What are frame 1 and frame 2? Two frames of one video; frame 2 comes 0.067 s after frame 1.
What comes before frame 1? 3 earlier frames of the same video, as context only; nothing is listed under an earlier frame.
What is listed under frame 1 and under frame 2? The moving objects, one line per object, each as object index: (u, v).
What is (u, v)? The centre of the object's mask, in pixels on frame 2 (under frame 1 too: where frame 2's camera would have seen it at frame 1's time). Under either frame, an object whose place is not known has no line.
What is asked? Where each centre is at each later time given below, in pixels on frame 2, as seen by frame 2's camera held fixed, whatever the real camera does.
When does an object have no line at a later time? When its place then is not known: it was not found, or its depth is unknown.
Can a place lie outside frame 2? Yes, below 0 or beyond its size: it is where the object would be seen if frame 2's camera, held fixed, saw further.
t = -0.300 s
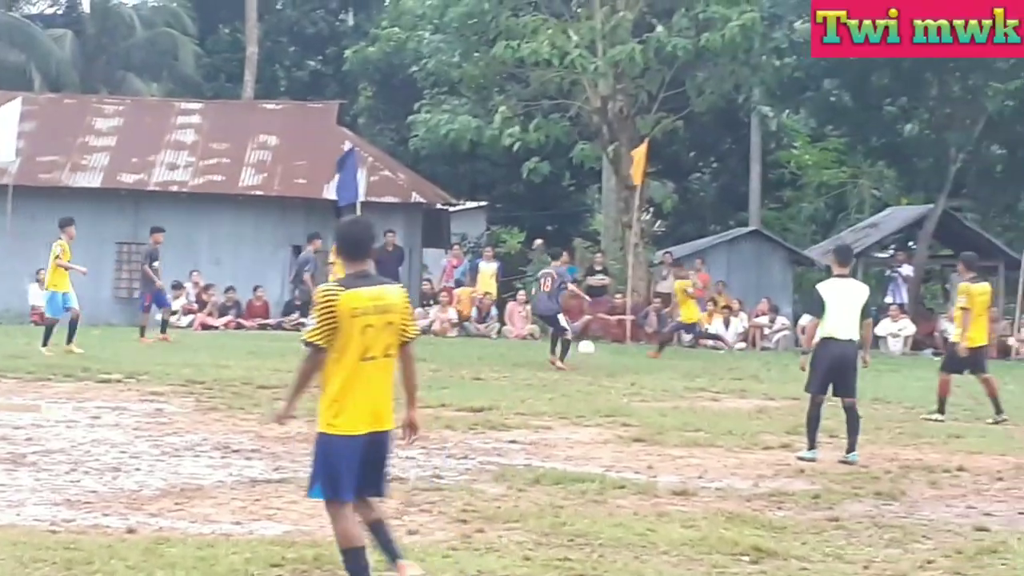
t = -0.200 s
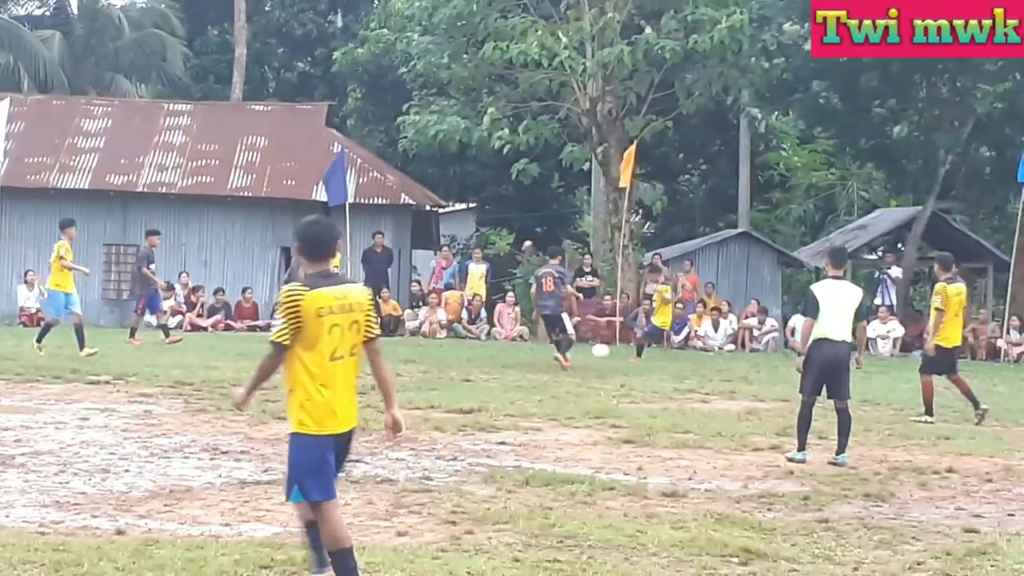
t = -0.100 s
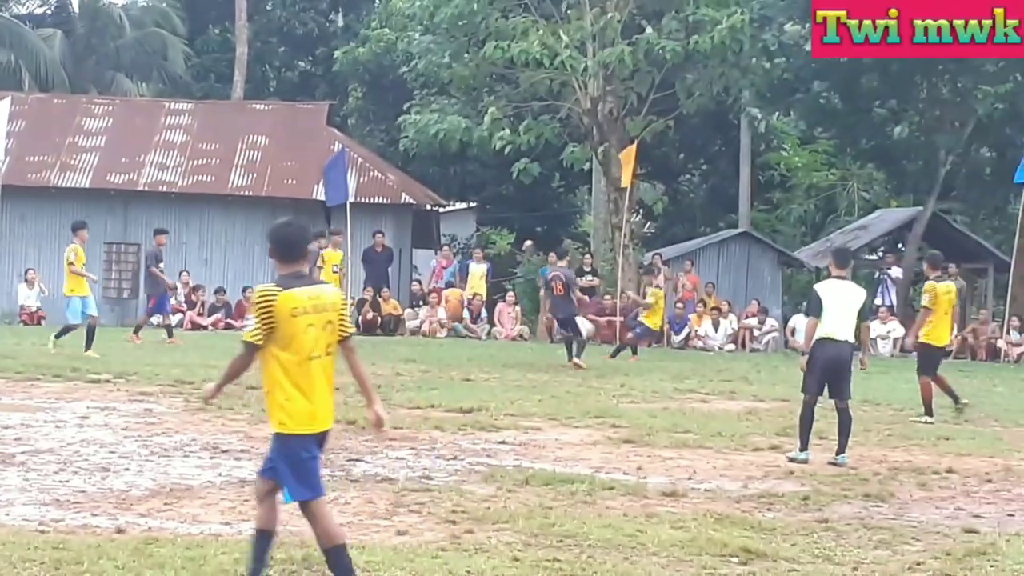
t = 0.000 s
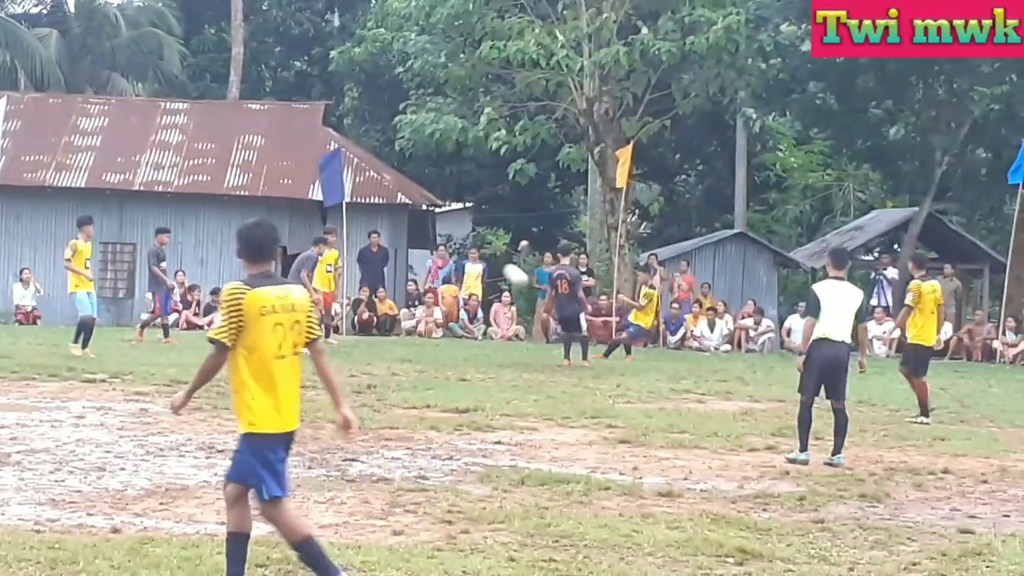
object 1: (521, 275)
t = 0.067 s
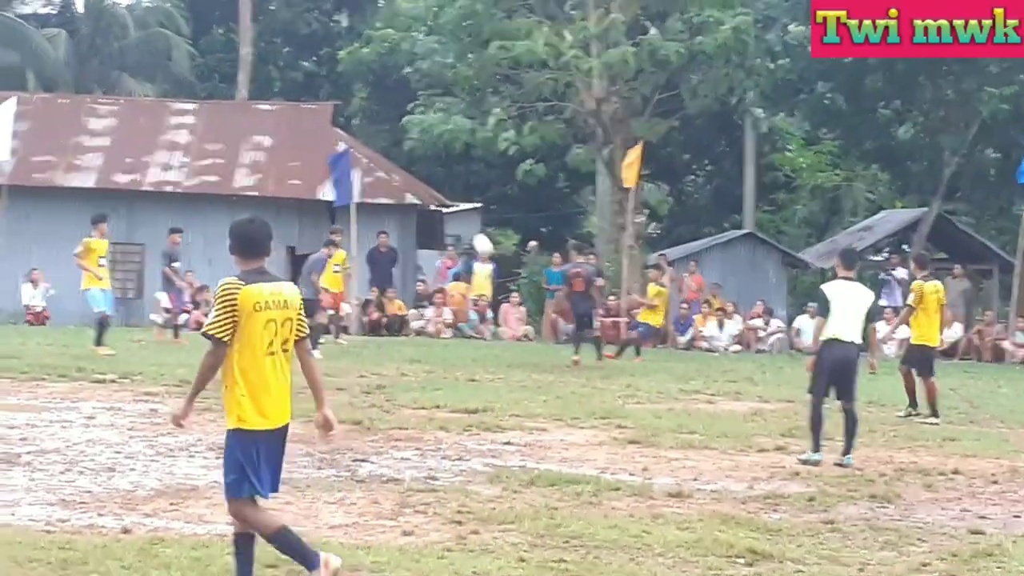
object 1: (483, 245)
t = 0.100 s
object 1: (462, 231)
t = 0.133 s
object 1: (440, 217)
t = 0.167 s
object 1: (420, 203)
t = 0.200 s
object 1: (403, 189)
